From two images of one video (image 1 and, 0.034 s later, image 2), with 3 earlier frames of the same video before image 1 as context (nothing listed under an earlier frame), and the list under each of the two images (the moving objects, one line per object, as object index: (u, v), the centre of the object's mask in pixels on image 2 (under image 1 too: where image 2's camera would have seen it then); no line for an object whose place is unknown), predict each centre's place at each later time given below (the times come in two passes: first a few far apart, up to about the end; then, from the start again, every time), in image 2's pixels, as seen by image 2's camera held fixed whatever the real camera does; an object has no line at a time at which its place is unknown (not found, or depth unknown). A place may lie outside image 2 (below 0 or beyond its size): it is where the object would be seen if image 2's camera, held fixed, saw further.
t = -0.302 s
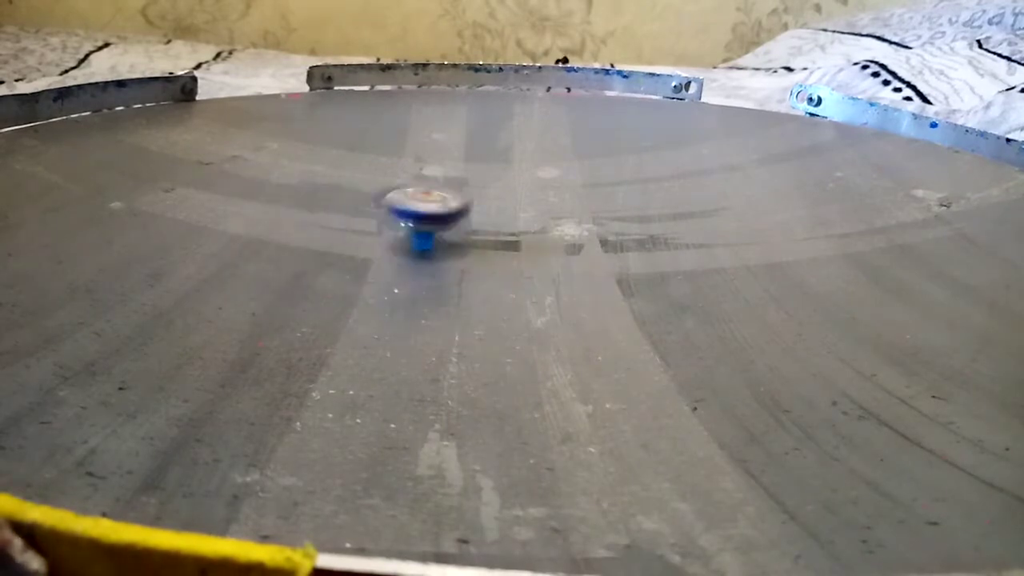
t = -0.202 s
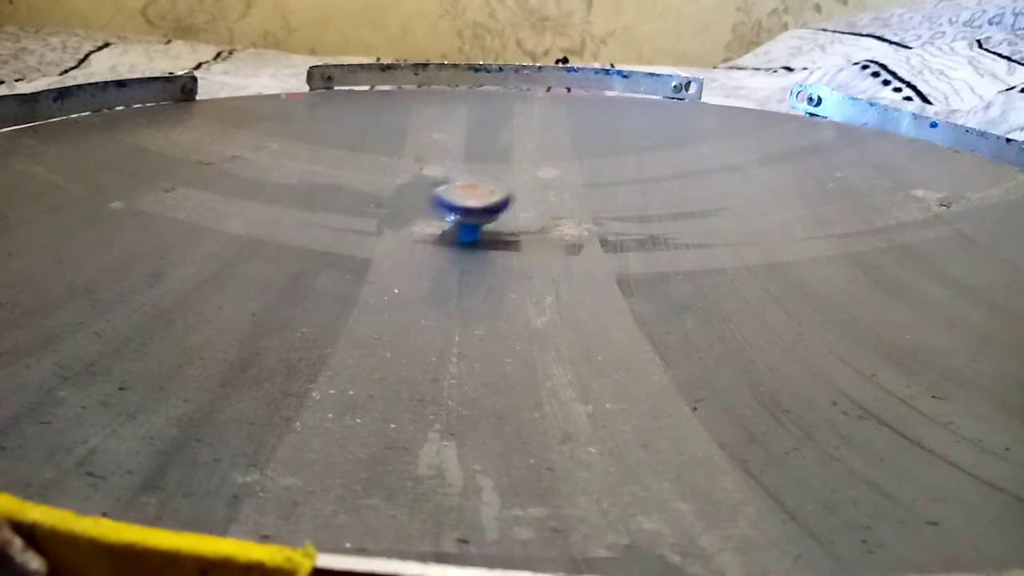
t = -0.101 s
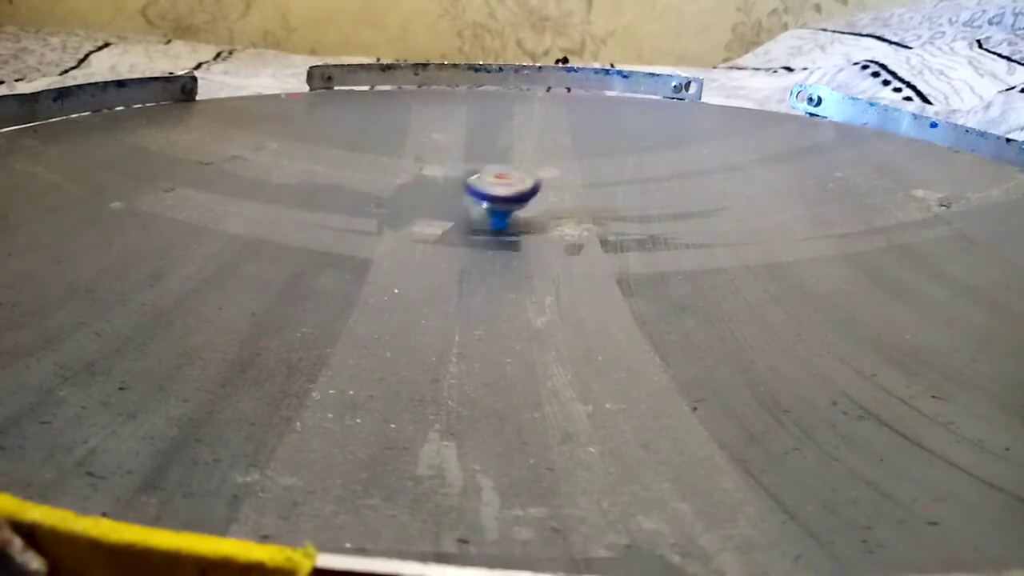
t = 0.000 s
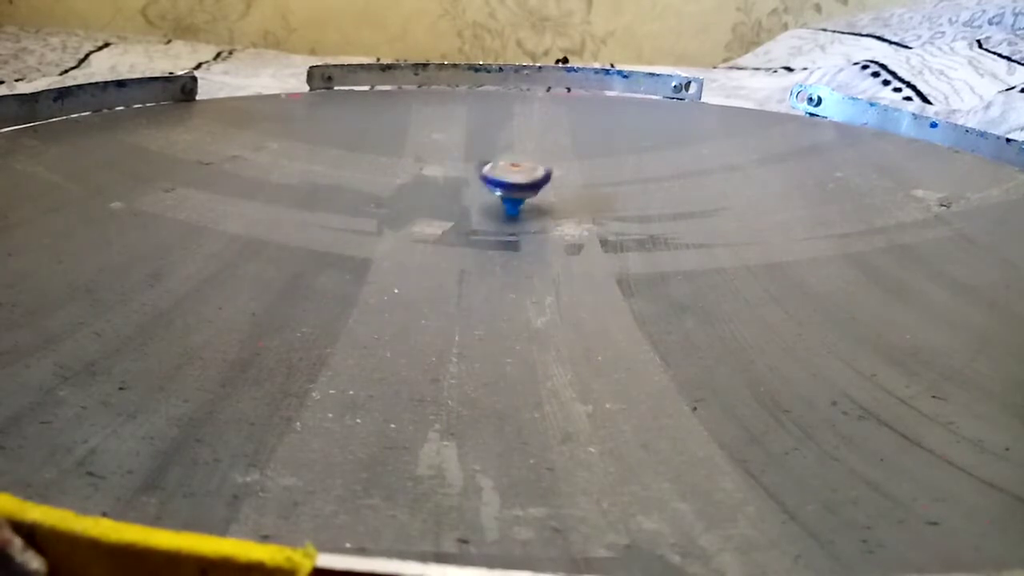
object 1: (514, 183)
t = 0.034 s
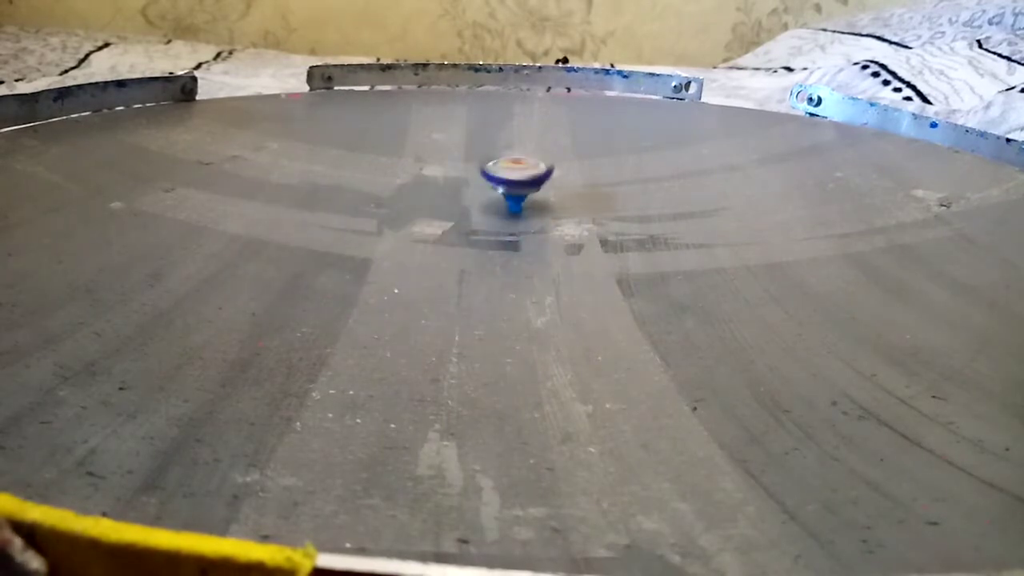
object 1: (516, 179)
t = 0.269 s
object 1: (497, 167)
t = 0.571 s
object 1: (511, 191)
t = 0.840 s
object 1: (566, 211)
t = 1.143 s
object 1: (630, 224)
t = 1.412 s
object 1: (628, 228)
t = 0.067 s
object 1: (516, 175)
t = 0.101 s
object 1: (514, 172)
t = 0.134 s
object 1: (512, 170)
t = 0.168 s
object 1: (509, 168)
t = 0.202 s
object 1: (504, 166)
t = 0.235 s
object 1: (500, 165)
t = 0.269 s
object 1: (497, 167)
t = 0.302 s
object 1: (494, 168)
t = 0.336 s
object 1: (492, 169)
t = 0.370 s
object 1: (491, 171)
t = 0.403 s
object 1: (491, 174)
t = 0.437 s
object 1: (492, 177)
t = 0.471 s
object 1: (494, 180)
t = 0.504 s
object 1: (497, 184)
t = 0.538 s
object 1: (503, 188)
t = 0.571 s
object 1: (511, 191)
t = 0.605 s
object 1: (517, 194)
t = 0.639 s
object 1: (525, 198)
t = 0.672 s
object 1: (533, 201)
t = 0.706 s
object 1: (541, 202)
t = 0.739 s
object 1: (547, 204)
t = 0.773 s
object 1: (554, 206)
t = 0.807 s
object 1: (560, 209)
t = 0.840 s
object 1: (566, 211)
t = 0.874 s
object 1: (574, 214)
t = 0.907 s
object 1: (580, 216)
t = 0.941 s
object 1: (588, 218)
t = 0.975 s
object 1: (598, 220)
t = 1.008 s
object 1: (608, 221)
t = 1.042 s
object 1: (617, 223)
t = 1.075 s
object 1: (623, 223)
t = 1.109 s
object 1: (627, 223)
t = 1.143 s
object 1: (630, 224)
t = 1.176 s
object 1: (632, 225)
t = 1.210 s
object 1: (634, 226)
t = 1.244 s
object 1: (635, 227)
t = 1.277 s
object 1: (636, 226)
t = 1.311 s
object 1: (634, 227)
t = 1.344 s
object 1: (633, 228)
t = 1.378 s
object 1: (631, 229)
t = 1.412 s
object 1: (628, 228)
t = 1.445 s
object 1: (625, 229)
